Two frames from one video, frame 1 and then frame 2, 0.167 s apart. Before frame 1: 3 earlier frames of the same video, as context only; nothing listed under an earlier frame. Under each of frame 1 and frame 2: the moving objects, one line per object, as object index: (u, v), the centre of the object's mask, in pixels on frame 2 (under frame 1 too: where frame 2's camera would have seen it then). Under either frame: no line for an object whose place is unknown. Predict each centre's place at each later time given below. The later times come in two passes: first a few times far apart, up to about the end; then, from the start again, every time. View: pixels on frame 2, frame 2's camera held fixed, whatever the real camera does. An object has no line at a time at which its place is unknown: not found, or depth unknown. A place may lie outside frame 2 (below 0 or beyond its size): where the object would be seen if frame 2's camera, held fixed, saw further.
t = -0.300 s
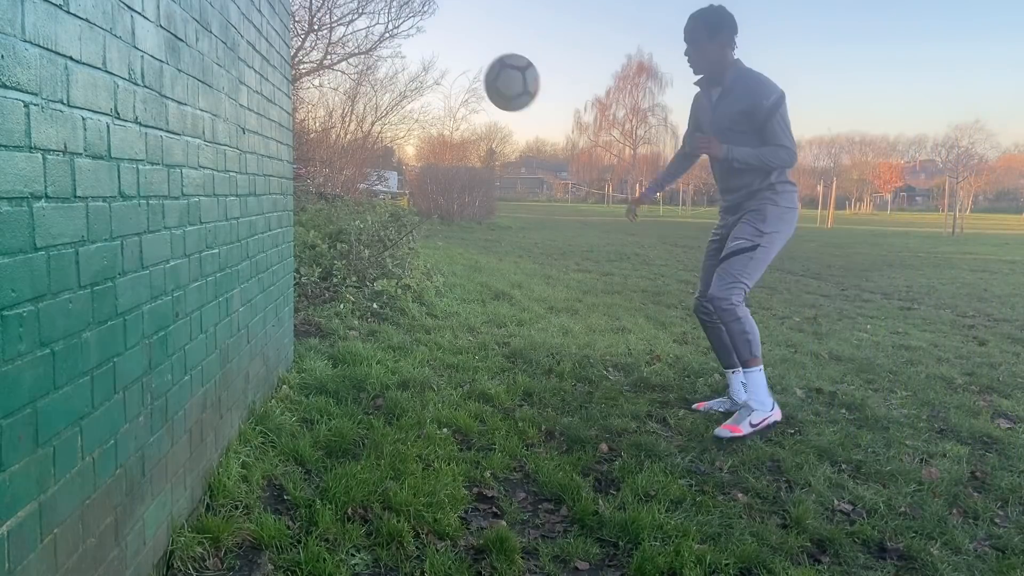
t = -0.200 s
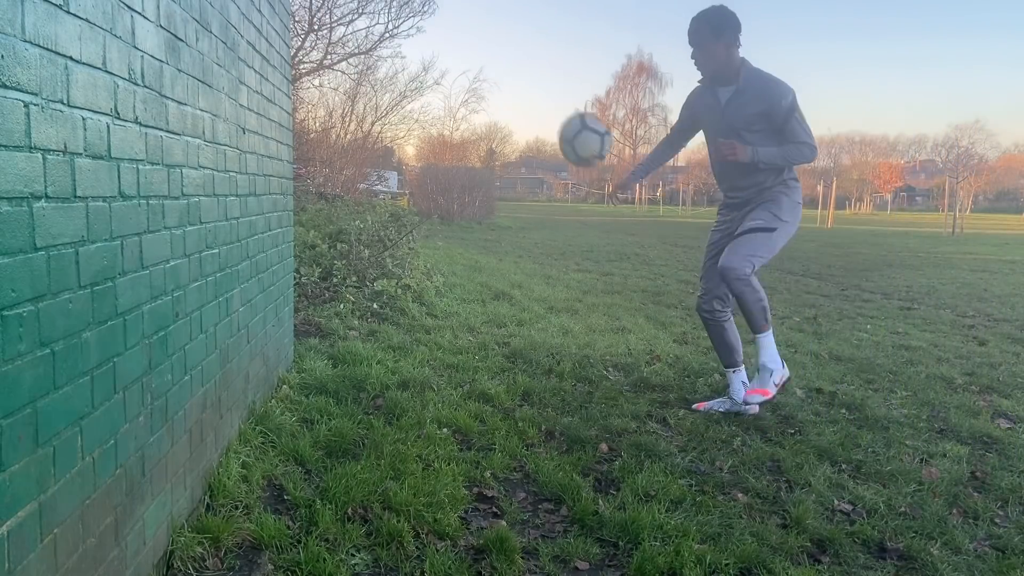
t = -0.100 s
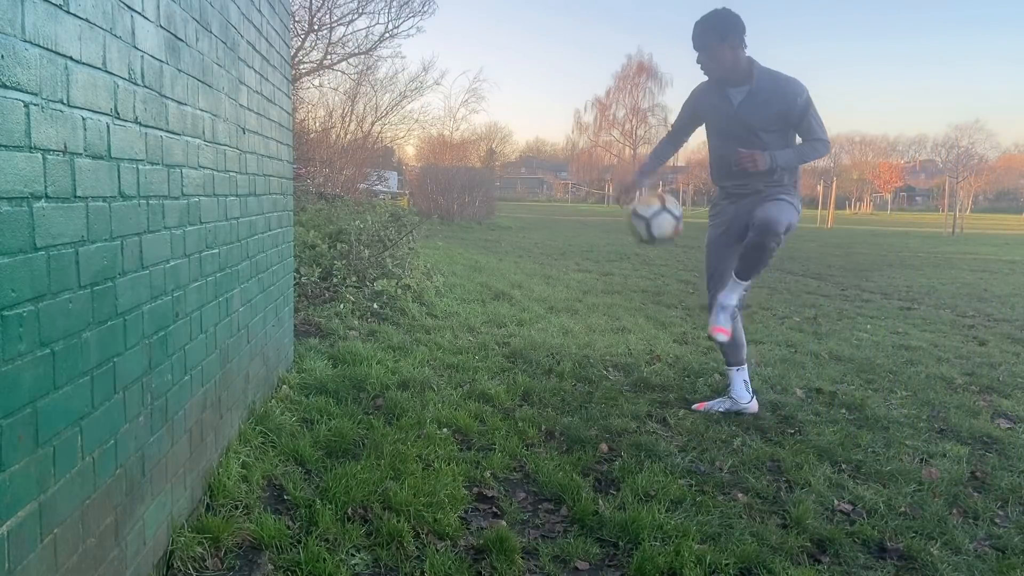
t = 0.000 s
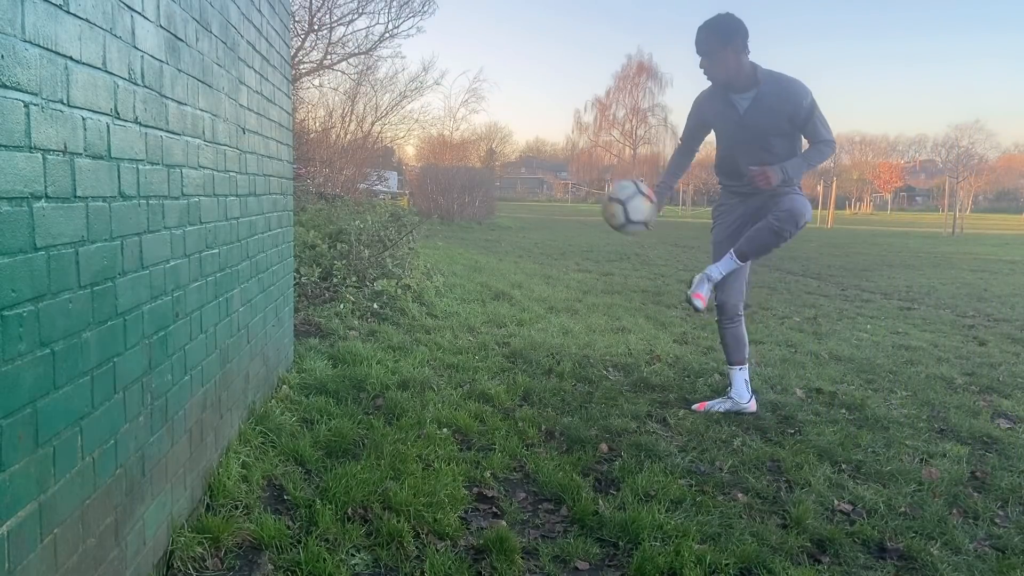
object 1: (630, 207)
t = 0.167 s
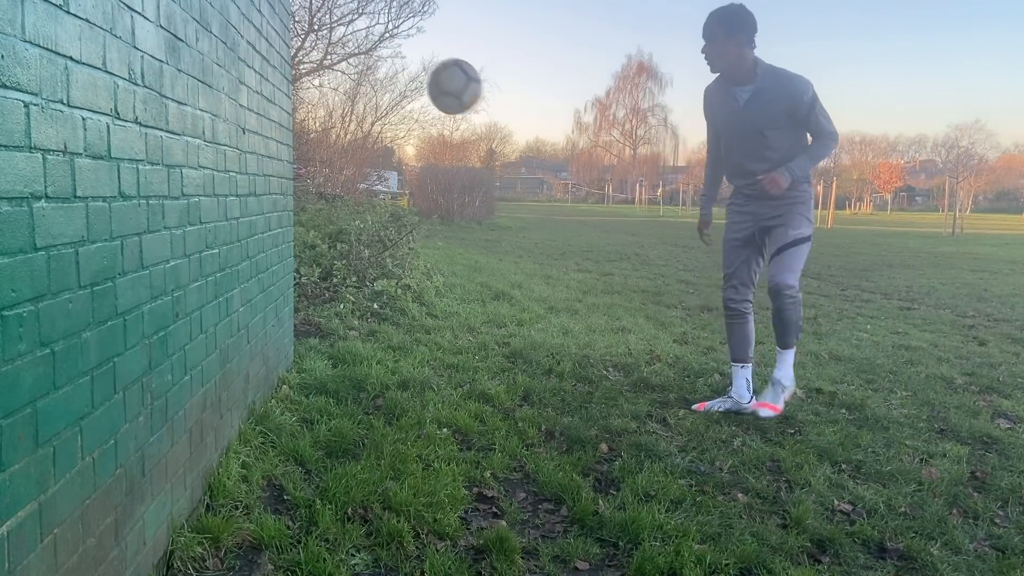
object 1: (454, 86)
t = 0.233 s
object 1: (383, 57)
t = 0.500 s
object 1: (439, 45)
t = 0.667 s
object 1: (568, 123)
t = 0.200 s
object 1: (419, 70)
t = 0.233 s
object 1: (383, 57)
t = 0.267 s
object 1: (346, 46)
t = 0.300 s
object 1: (309, 38)
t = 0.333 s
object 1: (297, 32)
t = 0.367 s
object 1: (327, 28)
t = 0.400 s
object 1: (356, 28)
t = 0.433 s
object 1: (384, 31)
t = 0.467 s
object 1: (412, 36)
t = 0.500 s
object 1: (439, 45)
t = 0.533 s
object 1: (466, 55)
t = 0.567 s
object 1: (492, 69)
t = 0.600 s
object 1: (518, 84)
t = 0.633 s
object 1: (543, 103)
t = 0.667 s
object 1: (568, 123)
